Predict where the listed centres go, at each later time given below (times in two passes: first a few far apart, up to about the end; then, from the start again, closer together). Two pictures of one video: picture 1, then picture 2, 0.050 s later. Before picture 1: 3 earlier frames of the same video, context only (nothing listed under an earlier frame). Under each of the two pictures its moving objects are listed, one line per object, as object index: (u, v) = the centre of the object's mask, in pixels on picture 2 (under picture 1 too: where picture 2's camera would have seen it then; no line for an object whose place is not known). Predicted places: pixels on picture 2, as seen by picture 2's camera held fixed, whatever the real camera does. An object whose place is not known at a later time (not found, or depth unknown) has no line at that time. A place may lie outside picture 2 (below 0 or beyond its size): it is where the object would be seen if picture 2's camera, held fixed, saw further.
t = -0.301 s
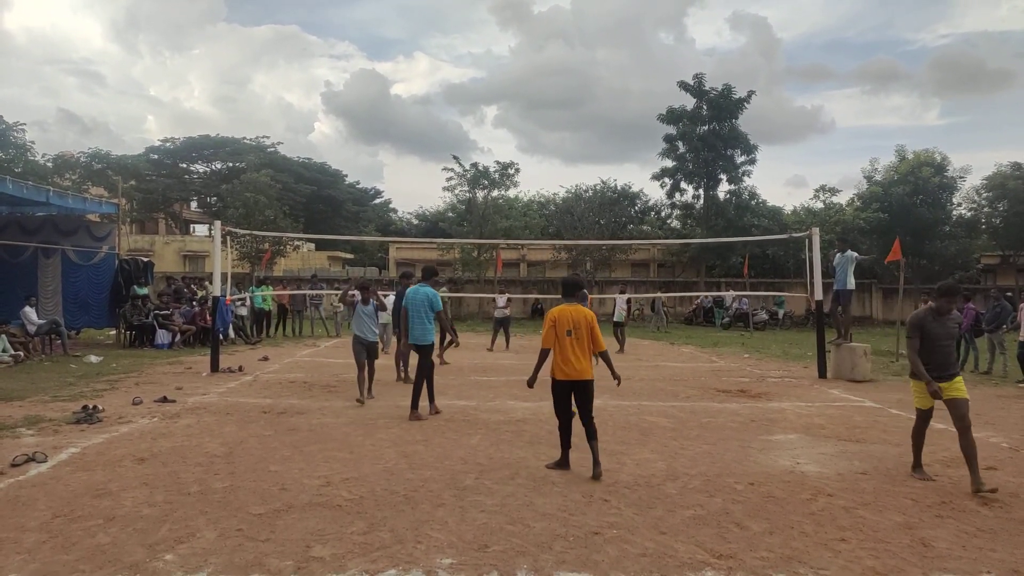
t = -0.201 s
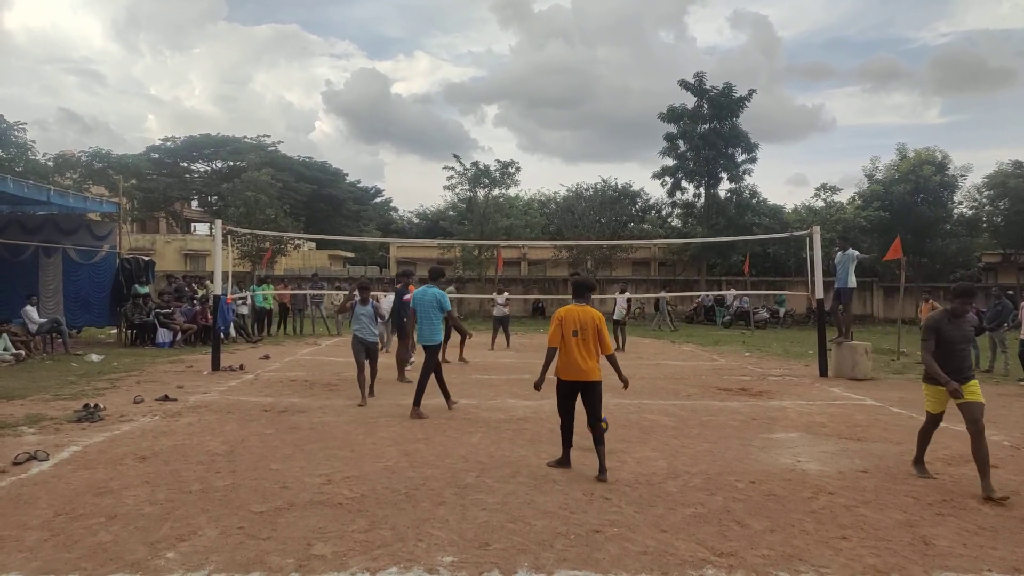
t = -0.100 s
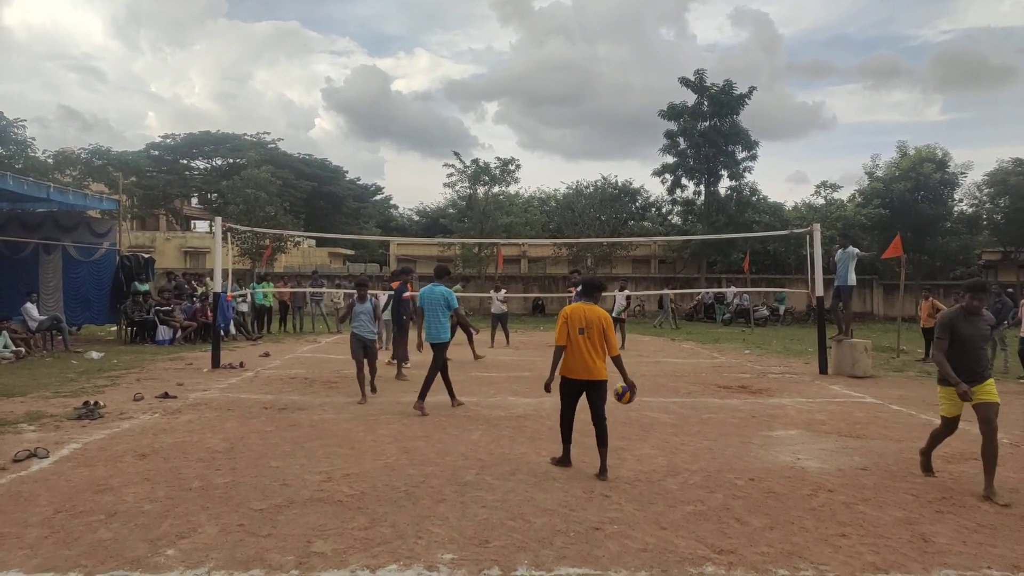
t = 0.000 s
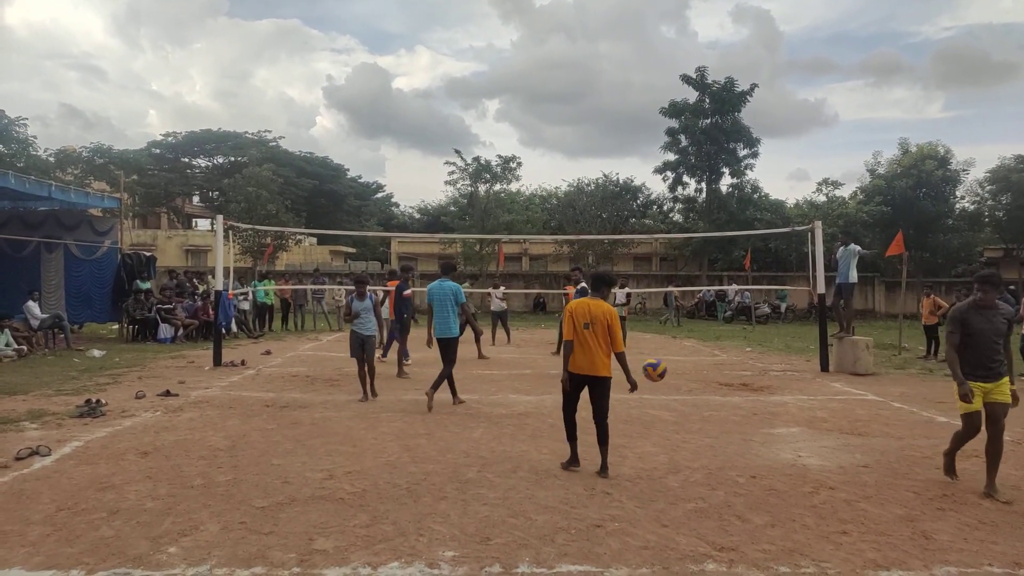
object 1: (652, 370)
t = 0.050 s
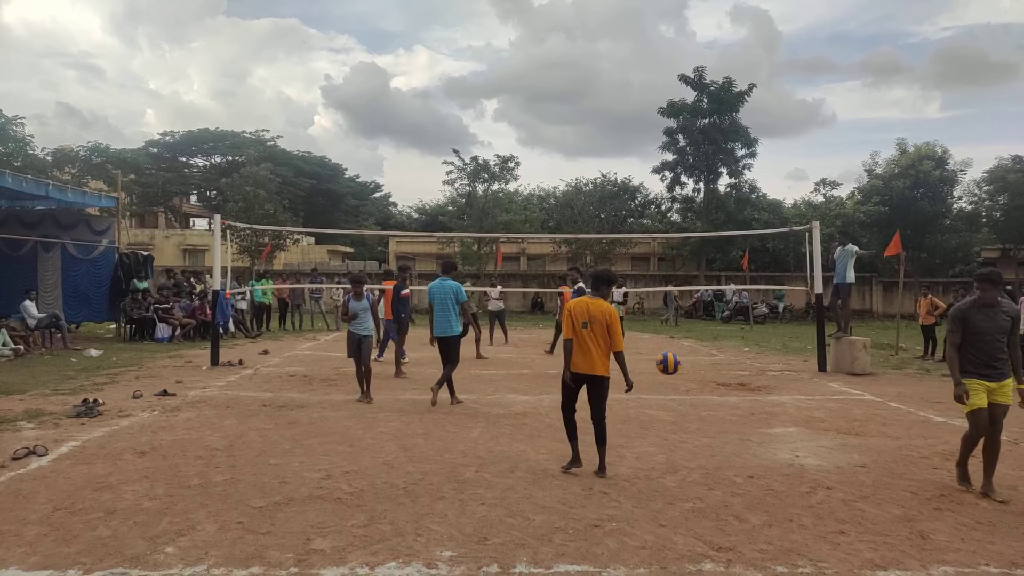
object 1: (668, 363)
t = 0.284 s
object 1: (749, 371)
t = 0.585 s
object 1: (879, 501)
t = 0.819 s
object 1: (1017, 456)
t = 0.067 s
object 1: (674, 362)
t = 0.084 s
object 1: (679, 361)
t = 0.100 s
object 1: (684, 360)
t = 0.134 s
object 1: (695, 359)
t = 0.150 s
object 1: (700, 359)
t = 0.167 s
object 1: (706, 359)
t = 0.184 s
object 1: (712, 359)
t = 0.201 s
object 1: (718, 360)
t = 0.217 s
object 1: (724, 362)
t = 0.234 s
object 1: (729, 363)
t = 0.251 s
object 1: (737, 366)
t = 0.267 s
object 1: (743, 368)
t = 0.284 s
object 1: (749, 371)
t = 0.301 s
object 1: (755, 374)
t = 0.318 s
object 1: (761, 378)
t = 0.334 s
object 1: (768, 381)
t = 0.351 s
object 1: (775, 386)
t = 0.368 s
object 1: (781, 391)
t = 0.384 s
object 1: (788, 396)
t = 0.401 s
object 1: (795, 402)
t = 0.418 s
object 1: (803, 409)
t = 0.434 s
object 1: (810, 416)
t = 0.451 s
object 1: (817, 423)
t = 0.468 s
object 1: (825, 431)
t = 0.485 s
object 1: (832, 440)
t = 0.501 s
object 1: (839, 449)
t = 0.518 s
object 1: (847, 457)
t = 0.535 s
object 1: (855, 467)
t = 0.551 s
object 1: (863, 478)
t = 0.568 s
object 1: (871, 489)
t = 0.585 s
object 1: (879, 501)
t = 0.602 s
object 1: (888, 501)
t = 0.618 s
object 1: (898, 495)
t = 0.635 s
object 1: (907, 491)
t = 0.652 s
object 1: (916, 486)
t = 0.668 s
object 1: (926, 481)
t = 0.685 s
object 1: (936, 477)
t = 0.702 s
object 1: (945, 473)
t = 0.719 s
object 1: (956, 469)
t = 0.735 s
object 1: (967, 466)
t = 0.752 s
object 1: (978, 463)
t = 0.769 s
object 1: (989, 461)
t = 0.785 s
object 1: (1000, 459)
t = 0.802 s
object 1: (1011, 457)
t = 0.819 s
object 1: (1017, 456)
